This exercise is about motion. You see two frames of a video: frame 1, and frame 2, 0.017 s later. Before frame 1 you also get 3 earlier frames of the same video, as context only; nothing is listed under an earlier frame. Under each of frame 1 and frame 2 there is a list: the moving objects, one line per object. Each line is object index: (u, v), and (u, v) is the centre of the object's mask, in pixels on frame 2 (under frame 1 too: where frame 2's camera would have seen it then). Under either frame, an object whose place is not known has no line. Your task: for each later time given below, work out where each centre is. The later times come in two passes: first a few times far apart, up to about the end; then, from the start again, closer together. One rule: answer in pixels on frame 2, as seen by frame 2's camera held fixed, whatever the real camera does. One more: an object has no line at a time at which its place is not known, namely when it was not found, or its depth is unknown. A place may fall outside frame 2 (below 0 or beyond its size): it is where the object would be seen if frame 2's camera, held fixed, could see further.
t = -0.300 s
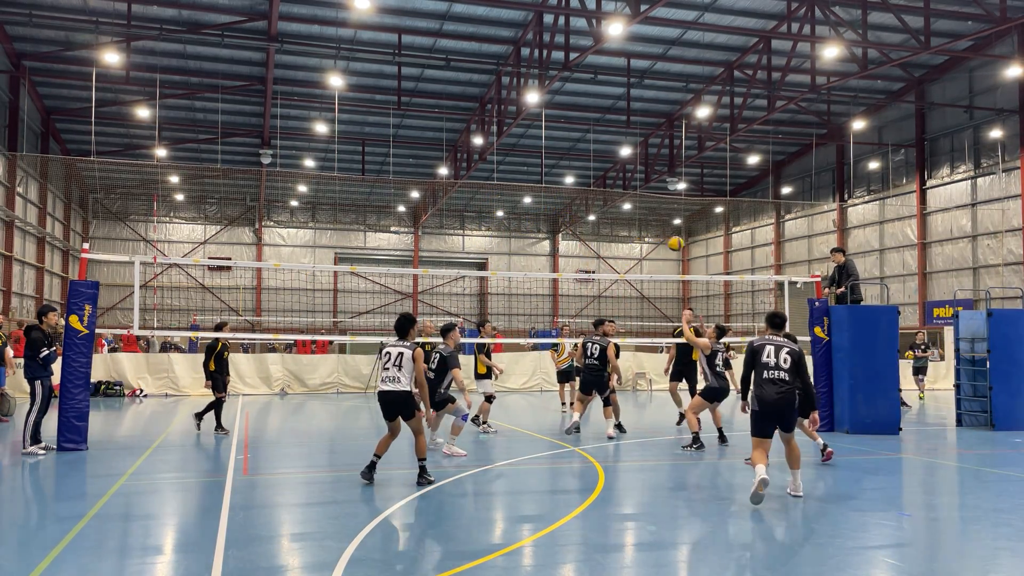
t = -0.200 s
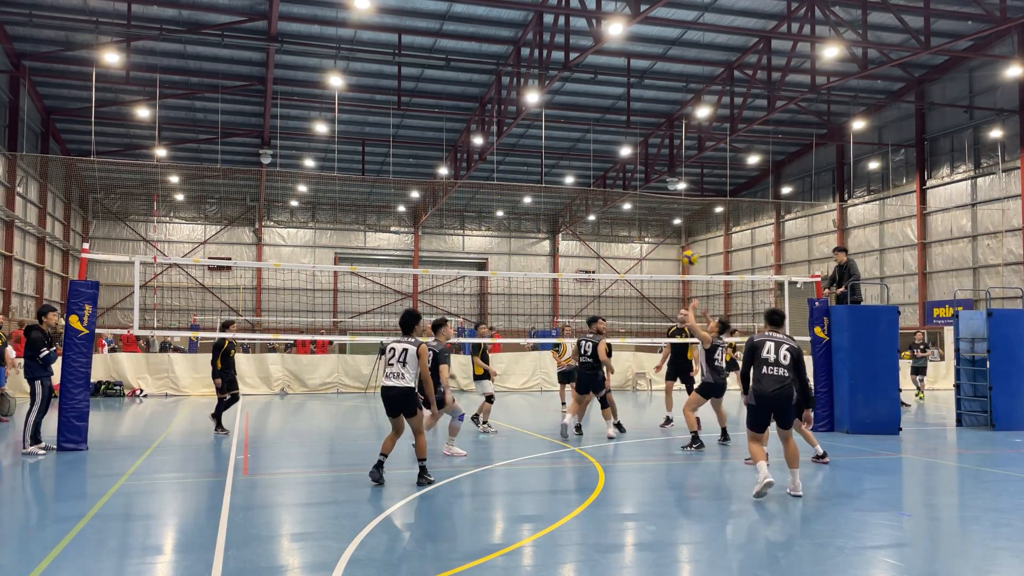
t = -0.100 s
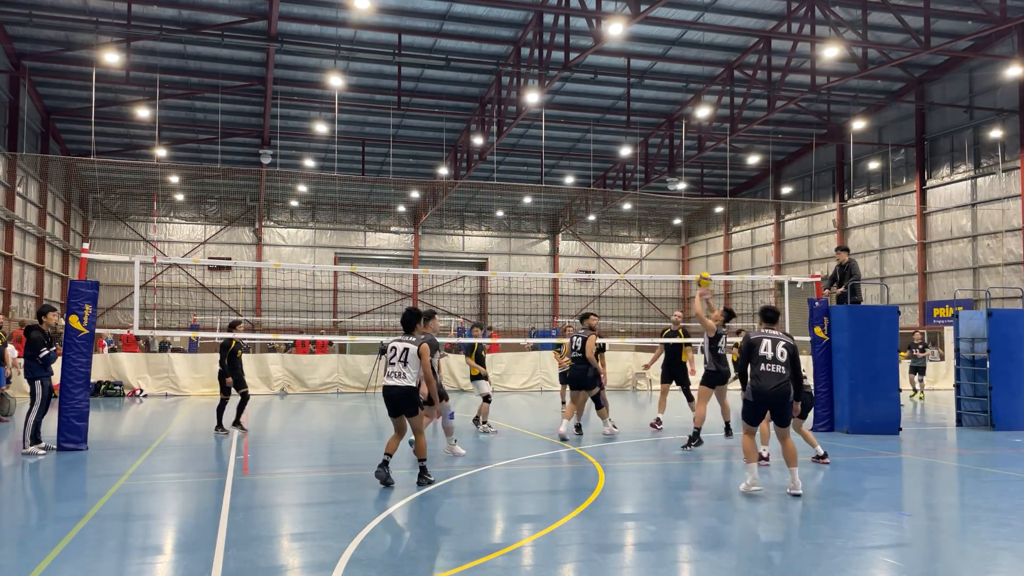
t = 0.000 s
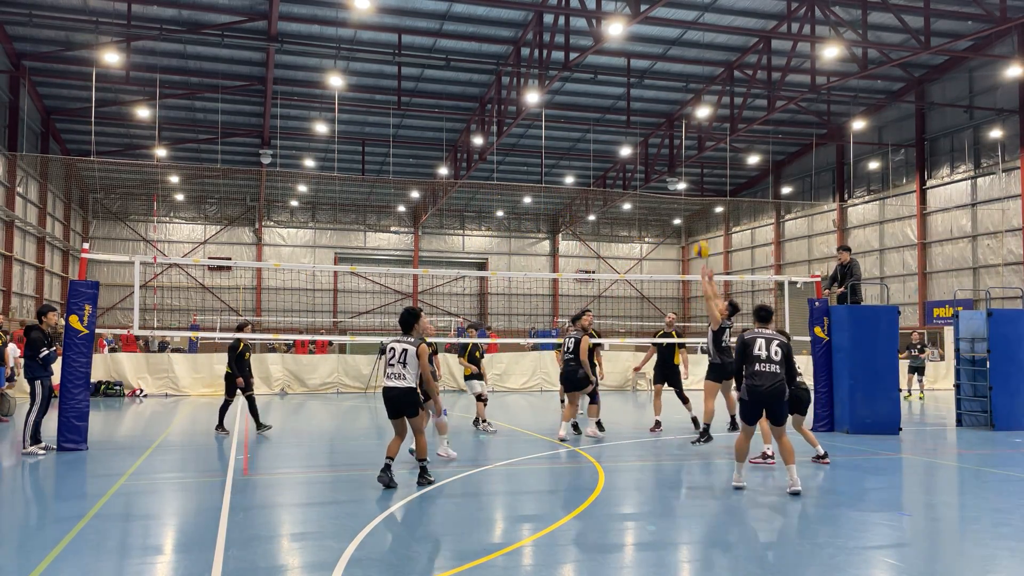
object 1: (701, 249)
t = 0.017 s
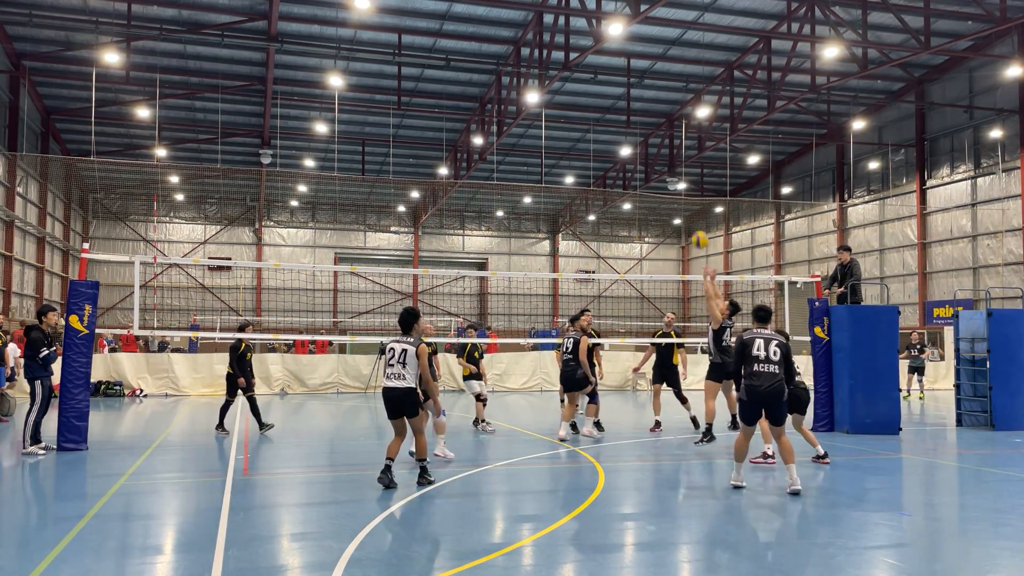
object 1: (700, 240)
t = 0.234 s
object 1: (678, 138)
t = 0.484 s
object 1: (653, 68)
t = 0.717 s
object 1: (630, 46)
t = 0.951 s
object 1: (608, 64)
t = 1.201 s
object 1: (586, 127)
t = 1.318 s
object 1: (576, 170)
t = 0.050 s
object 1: (696, 222)
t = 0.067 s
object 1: (694, 213)
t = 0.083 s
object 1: (692, 204)
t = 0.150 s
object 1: (685, 172)
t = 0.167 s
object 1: (683, 165)
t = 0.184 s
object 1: (682, 158)
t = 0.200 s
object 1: (680, 151)
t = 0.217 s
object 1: (679, 145)
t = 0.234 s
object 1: (678, 138)
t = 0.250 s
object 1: (675, 132)
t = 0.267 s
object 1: (674, 126)
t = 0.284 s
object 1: (672, 120)
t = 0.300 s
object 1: (671, 115)
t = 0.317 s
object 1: (669, 109)
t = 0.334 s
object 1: (668, 104)
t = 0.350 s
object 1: (666, 99)
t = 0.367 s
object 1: (664, 94)
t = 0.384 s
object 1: (663, 90)
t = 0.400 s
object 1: (661, 86)
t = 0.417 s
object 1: (659, 82)
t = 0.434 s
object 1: (658, 78)
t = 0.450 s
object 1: (656, 74)
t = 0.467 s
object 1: (655, 71)
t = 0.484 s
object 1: (653, 68)
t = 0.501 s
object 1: (651, 65)
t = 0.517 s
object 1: (650, 62)
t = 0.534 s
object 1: (648, 60)
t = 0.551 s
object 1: (647, 58)
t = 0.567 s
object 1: (645, 55)
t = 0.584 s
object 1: (643, 53)
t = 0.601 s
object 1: (642, 52)
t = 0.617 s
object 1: (640, 51)
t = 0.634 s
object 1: (638, 49)
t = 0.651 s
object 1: (637, 48)
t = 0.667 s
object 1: (635, 48)
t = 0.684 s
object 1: (634, 47)
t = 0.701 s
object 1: (632, 46)
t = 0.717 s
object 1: (630, 46)
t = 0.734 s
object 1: (629, 46)
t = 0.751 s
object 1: (627, 46)
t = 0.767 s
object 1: (626, 47)
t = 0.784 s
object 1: (624, 47)
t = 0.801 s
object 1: (623, 48)
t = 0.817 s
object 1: (621, 49)
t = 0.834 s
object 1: (620, 49)
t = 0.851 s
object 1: (618, 51)
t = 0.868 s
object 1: (616, 53)
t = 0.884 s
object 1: (615, 55)
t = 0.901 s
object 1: (613, 57)
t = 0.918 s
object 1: (611, 59)
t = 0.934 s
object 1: (610, 61)
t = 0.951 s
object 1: (608, 64)
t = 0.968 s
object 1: (607, 67)
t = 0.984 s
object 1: (605, 70)
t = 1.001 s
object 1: (603, 73)
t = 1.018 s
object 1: (602, 77)
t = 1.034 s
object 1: (601, 80)
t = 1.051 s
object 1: (599, 84)
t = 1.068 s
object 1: (597, 88)
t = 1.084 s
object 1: (596, 92)
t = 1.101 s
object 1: (595, 96)
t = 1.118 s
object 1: (593, 101)
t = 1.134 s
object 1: (592, 106)
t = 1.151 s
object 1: (590, 111)
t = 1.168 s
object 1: (589, 116)
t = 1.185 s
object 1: (587, 121)
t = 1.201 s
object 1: (586, 127)
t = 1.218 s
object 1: (584, 133)
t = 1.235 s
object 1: (583, 138)
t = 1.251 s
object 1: (581, 144)
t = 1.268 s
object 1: (580, 151)
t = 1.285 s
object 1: (578, 157)
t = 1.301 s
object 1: (577, 164)
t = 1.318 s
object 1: (576, 170)
